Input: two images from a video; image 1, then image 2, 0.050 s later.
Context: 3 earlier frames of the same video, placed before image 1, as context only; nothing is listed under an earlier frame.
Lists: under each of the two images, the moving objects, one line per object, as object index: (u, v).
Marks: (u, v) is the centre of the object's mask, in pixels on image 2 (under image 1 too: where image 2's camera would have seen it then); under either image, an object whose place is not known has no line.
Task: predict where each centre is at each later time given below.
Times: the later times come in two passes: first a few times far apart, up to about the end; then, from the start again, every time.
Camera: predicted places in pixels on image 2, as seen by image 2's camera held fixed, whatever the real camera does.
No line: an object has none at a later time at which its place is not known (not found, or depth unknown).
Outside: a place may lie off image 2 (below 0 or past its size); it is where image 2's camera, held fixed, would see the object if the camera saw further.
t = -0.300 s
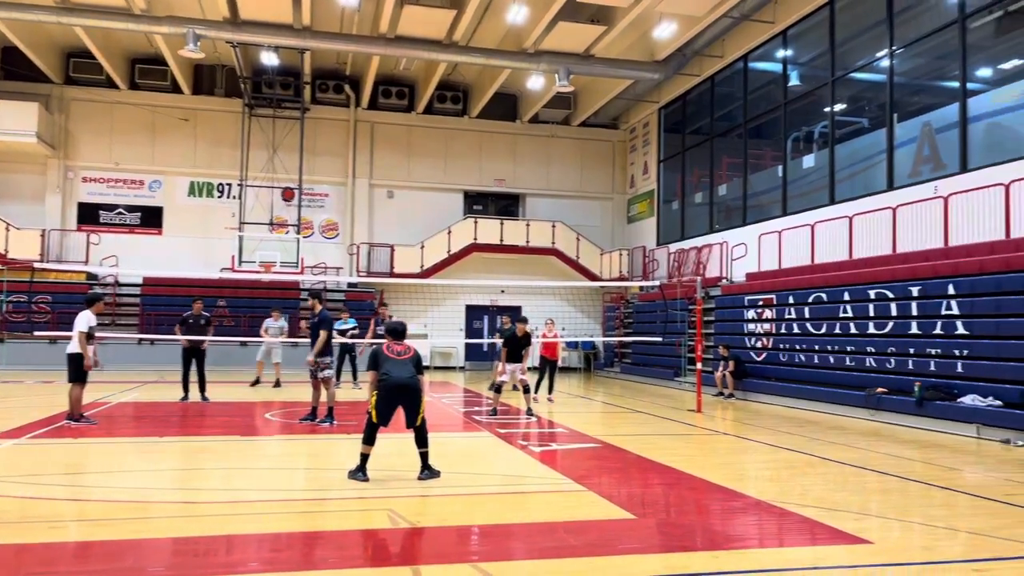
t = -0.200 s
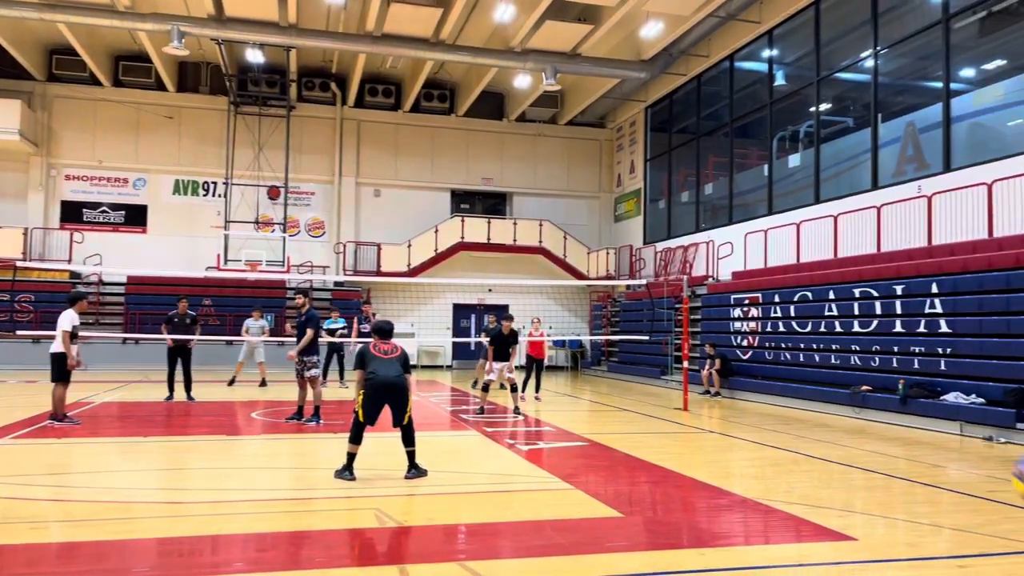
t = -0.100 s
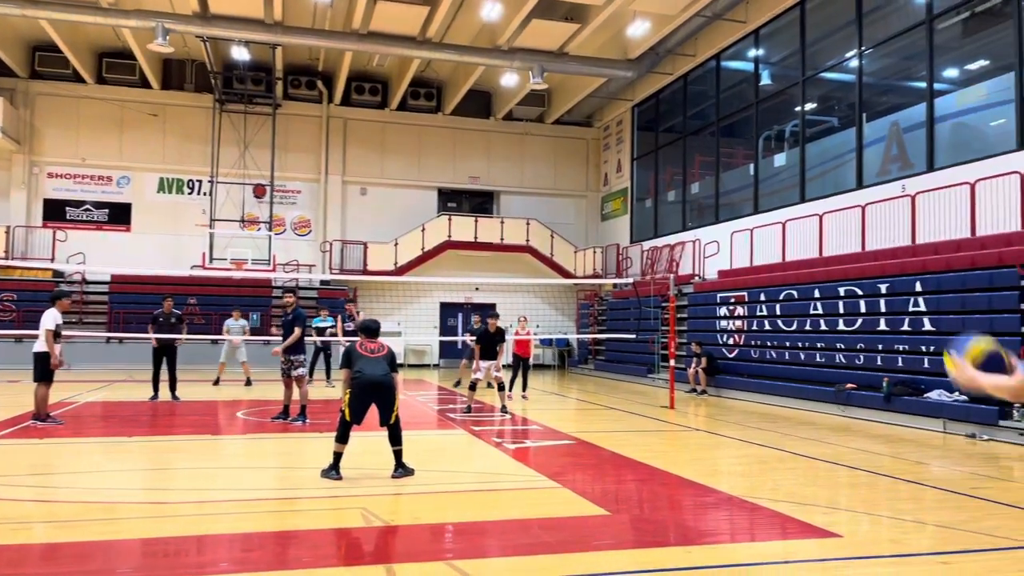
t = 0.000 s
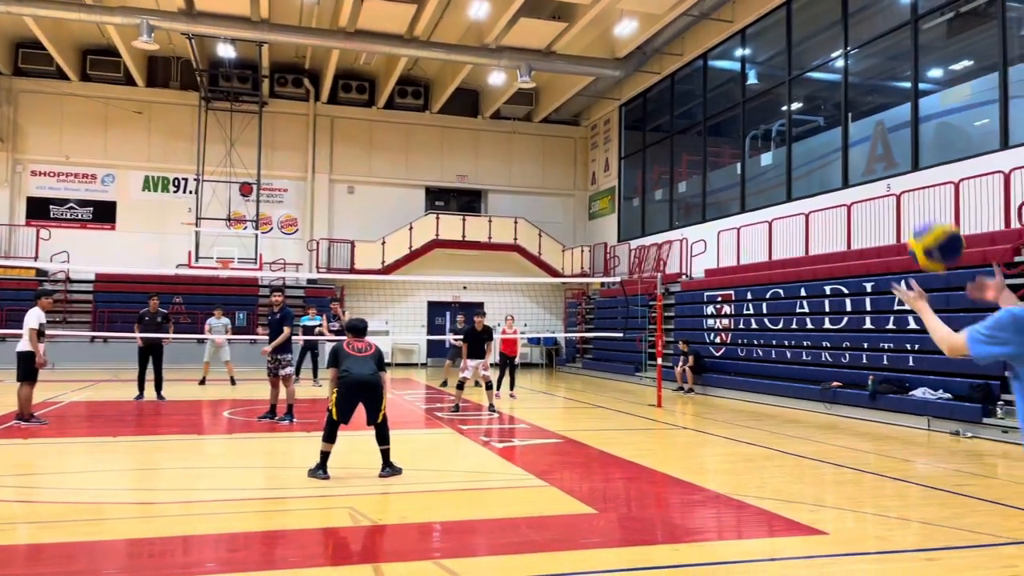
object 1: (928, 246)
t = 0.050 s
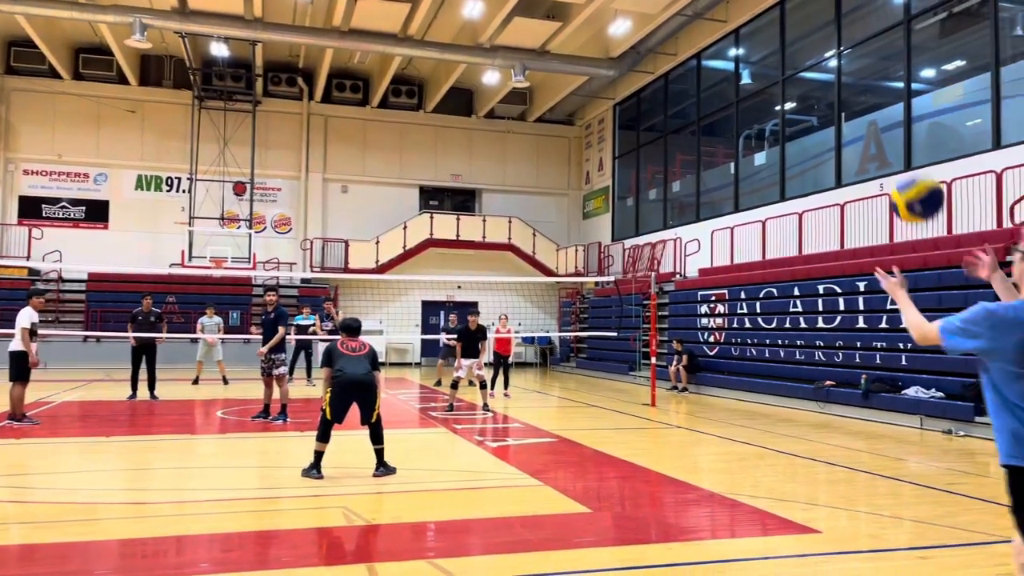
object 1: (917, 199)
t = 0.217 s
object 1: (888, 102)
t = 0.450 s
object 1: (853, 78)
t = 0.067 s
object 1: (913, 184)
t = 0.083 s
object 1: (910, 172)
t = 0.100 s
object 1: (907, 161)
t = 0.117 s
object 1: (904, 150)
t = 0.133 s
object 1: (902, 141)
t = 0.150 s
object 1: (899, 131)
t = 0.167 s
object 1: (896, 123)
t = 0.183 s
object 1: (893, 115)
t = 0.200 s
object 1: (890, 108)
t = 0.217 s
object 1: (888, 102)
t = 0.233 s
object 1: (885, 96)
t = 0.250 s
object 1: (883, 91)
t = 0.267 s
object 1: (880, 86)
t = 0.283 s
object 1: (878, 83)
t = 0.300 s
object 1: (875, 80)
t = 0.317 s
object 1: (872, 78)
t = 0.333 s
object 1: (870, 75)
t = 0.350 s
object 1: (867, 75)
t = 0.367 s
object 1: (865, 74)
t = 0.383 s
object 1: (862, 73)
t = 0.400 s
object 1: (860, 74)
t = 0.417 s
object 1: (858, 75)
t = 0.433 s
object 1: (855, 76)
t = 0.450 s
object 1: (853, 78)
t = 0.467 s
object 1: (850, 81)
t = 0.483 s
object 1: (848, 83)
